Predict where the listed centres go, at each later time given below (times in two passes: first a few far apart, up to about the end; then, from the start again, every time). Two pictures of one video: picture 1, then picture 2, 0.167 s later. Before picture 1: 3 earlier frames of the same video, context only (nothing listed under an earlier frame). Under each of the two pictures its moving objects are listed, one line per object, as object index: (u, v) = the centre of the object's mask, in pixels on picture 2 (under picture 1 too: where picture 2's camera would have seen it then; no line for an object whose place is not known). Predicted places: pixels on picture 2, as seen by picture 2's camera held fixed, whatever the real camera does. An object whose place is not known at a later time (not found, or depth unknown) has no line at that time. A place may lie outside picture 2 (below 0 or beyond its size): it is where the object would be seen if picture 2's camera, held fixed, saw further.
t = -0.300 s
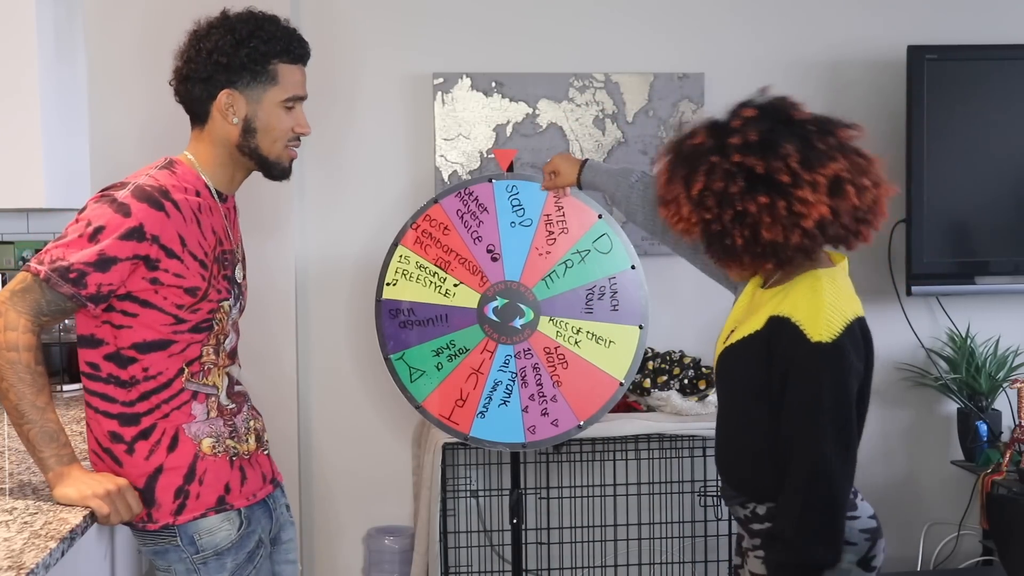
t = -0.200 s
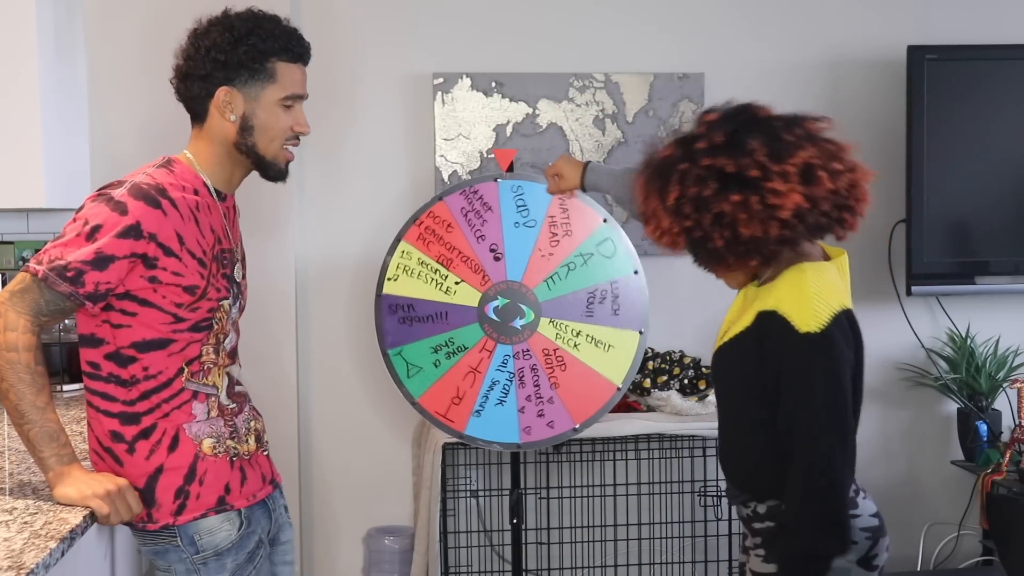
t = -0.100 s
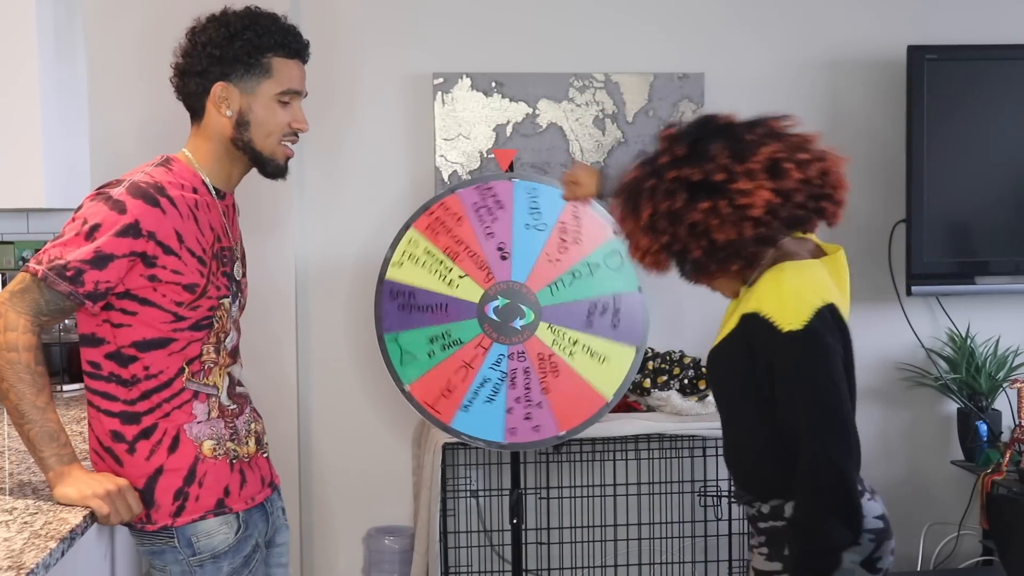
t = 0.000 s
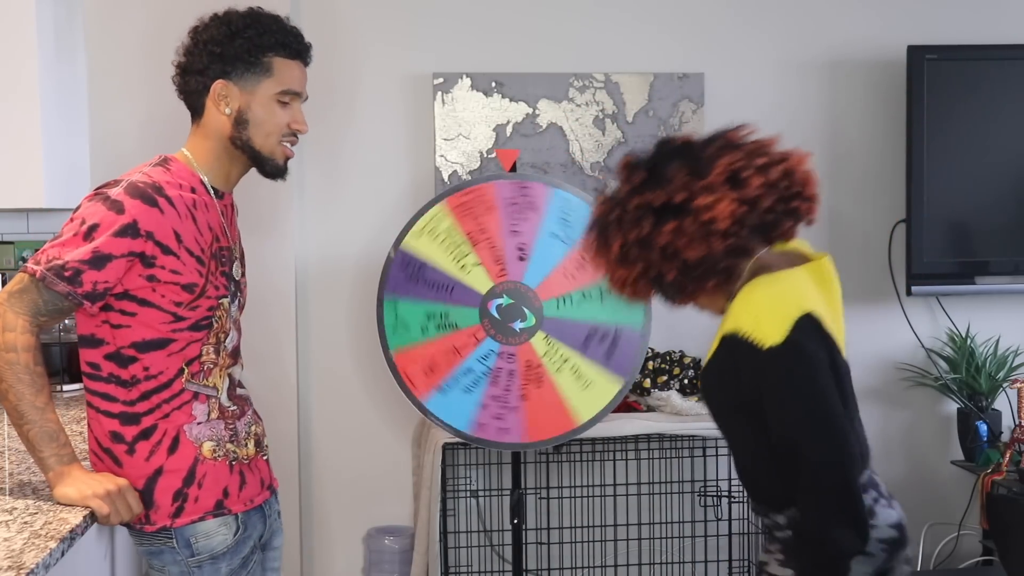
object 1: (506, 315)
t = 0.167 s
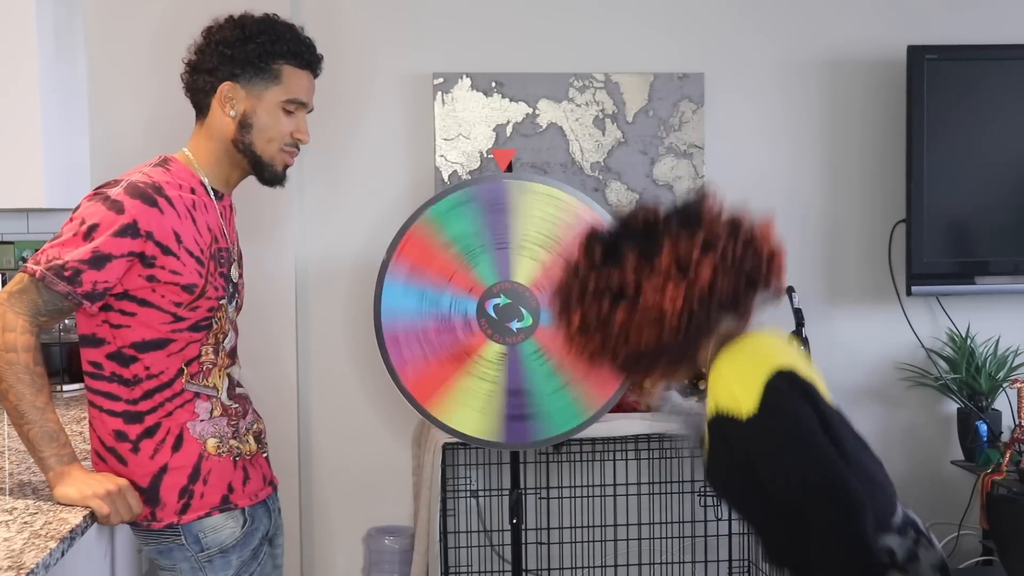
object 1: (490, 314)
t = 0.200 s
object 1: (488, 310)
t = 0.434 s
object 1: (494, 298)
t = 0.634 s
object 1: (496, 293)
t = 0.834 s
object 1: (498, 293)
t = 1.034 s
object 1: (497, 294)
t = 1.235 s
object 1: (489, 292)
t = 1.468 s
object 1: (500, 319)
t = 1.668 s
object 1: (512, 311)
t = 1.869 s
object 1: (512, 312)
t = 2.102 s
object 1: (512, 311)
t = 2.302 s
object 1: (512, 312)
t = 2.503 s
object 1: (512, 311)
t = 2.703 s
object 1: (512, 312)
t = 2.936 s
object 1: (512, 311)
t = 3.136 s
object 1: (512, 311)
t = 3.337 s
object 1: (512, 312)
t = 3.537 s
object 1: (512, 312)
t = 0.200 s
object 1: (488, 310)
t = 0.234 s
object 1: (489, 306)
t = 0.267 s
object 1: (489, 302)
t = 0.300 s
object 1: (491, 300)
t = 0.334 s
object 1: (492, 299)
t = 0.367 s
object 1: (493, 299)
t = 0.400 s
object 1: (493, 299)
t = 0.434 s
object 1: (494, 298)
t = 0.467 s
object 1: (494, 297)
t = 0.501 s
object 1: (495, 296)
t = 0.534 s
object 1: (496, 295)
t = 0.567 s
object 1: (497, 294)
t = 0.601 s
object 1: (496, 293)
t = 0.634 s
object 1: (496, 293)
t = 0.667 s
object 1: (495, 293)
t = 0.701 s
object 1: (495, 293)
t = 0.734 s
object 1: (495, 293)
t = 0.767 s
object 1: (496, 293)
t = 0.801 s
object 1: (497, 292)
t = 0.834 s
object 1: (498, 293)
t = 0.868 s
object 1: (499, 293)
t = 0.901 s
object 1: (498, 294)
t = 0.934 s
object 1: (497, 294)
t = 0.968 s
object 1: (496, 295)
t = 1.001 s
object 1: (496, 295)
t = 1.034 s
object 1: (497, 294)
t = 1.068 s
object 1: (497, 294)
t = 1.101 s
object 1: (497, 293)
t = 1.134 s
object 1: (496, 293)
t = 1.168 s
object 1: (494, 293)
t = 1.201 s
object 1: (491, 292)
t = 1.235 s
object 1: (489, 292)
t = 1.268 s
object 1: (485, 294)
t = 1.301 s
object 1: (482, 295)
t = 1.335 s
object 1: (480, 301)
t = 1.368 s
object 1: (480, 308)
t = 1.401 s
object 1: (484, 317)
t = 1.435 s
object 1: (493, 321)
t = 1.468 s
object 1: (500, 319)
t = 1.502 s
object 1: (507, 315)
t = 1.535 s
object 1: (511, 312)
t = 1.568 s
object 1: (512, 312)
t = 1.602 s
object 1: (512, 311)
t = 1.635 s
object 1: (512, 311)
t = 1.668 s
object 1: (512, 311)
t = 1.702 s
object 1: (512, 312)
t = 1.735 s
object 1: (512, 312)
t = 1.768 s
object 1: (512, 312)
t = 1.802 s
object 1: (512, 312)
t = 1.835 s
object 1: (512, 312)
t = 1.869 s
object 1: (512, 312)
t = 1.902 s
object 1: (512, 312)
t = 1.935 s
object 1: (512, 312)
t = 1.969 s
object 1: (512, 312)
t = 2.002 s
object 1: (512, 312)
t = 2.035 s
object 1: (512, 311)
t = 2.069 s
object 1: (512, 311)
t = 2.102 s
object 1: (512, 311)
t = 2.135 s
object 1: (512, 311)
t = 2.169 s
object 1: (512, 311)
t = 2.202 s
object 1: (512, 311)
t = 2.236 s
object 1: (512, 311)
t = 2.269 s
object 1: (512, 311)
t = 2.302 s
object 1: (512, 312)
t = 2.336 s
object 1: (512, 311)
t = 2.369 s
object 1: (512, 311)
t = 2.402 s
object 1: (512, 311)
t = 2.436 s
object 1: (512, 311)
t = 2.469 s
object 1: (512, 311)
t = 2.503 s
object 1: (512, 311)
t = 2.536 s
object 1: (512, 312)
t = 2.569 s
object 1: (512, 312)
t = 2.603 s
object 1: (512, 312)
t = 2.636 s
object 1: (512, 312)
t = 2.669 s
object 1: (512, 312)
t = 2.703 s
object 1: (512, 312)
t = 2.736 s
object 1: (512, 311)
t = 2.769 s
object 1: (512, 311)
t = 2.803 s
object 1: (512, 311)
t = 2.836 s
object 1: (512, 311)
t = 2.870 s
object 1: (512, 311)
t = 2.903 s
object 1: (512, 311)
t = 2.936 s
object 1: (512, 311)
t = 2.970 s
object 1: (512, 311)
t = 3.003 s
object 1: (512, 311)
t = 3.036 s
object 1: (512, 311)
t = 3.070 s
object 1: (512, 311)
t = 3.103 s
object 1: (512, 312)
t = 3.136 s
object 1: (512, 311)
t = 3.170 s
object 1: (512, 311)
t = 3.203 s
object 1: (512, 312)
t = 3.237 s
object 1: (512, 312)
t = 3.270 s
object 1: (512, 311)
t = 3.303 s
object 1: (512, 312)
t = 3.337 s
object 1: (512, 312)
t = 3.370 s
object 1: (512, 312)
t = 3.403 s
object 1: (512, 312)
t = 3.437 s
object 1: (512, 312)
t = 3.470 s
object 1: (512, 312)
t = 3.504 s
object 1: (512, 312)
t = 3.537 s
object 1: (512, 312)
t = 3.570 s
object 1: (510, 308)
